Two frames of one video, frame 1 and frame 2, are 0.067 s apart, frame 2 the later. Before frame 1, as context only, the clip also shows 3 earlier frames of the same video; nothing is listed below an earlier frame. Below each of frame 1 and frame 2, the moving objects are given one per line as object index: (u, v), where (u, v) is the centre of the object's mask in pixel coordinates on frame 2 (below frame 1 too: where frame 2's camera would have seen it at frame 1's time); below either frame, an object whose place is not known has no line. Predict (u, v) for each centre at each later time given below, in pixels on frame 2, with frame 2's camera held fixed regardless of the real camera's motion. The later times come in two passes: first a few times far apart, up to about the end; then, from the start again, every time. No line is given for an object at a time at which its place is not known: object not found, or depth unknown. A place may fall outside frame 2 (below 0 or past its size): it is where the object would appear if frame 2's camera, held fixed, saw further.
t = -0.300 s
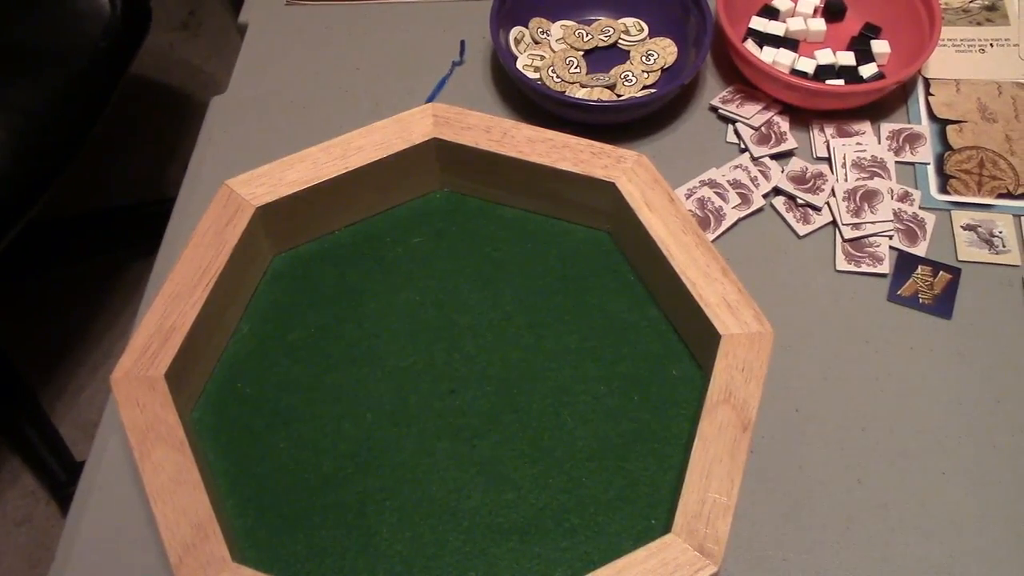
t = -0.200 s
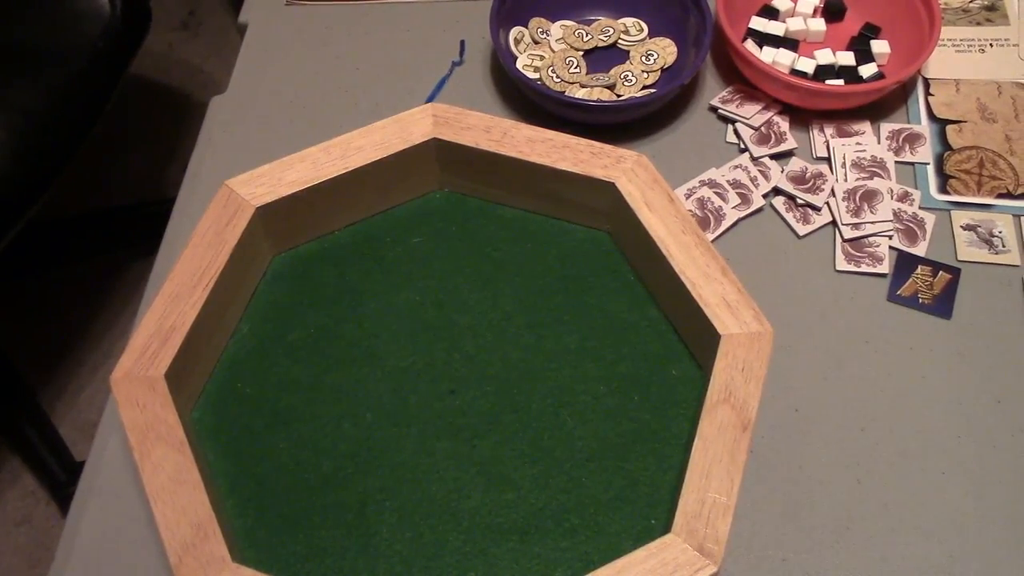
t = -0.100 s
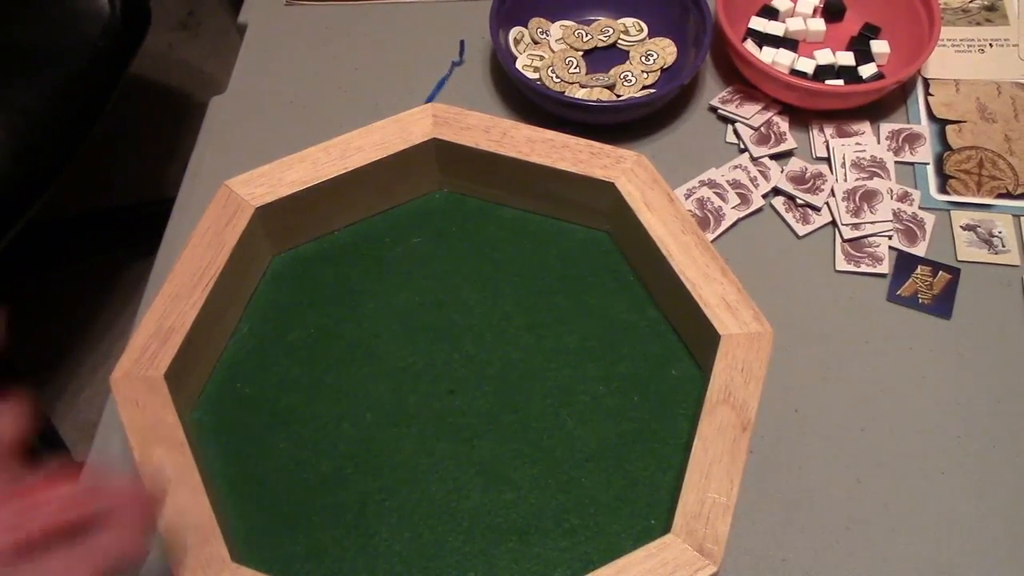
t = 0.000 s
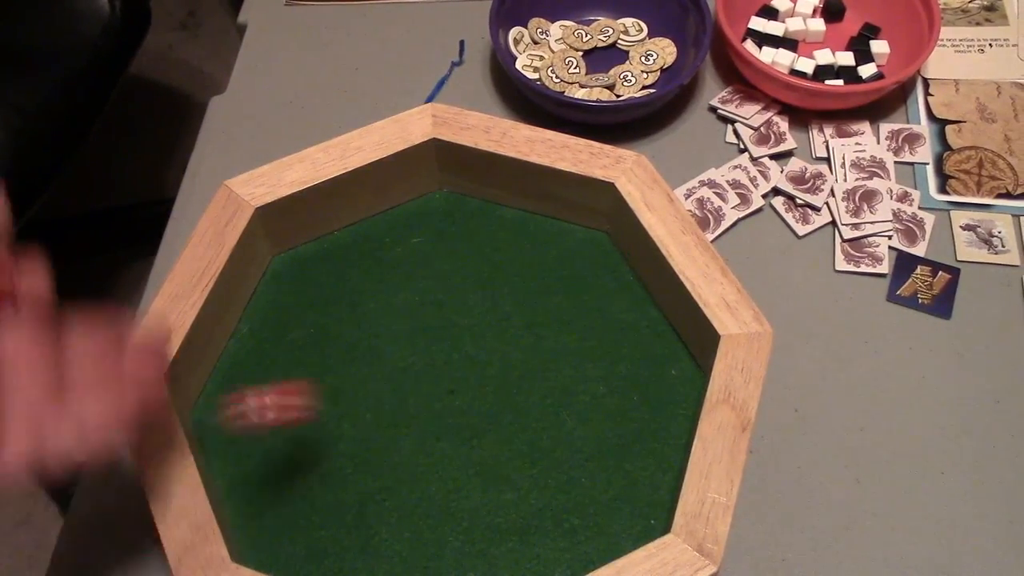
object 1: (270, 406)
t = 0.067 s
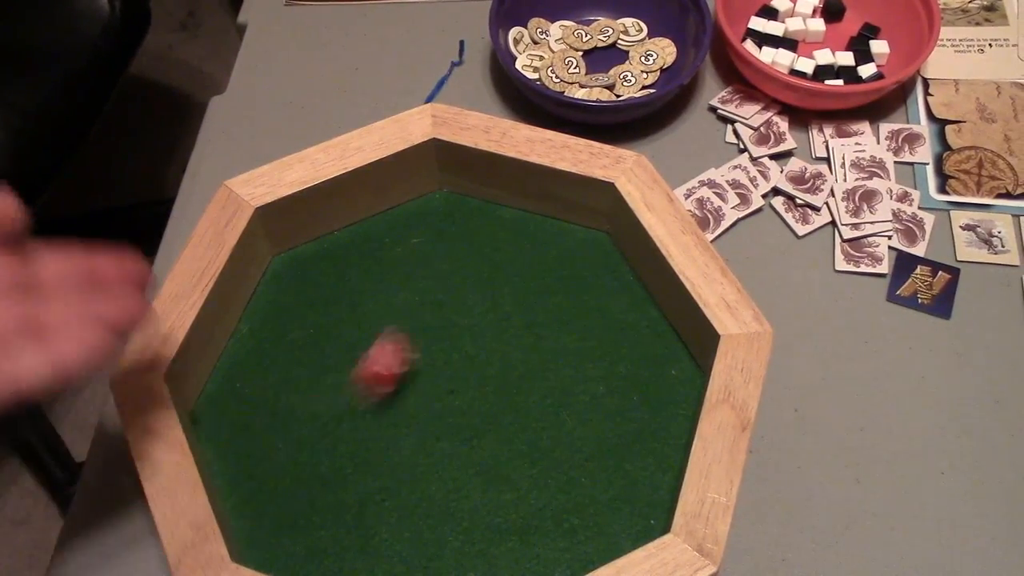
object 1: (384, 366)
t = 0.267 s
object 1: (562, 235)
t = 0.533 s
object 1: (625, 357)
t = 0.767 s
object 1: (650, 383)
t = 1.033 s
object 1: (649, 382)
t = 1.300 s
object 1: (649, 382)
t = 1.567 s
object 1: (650, 382)
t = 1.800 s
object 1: (650, 382)
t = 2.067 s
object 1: (650, 382)
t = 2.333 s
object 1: (649, 382)
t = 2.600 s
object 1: (650, 382)
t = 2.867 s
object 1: (649, 382)
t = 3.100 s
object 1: (649, 382)
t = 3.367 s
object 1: (649, 382)
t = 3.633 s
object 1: (649, 382)
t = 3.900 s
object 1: (649, 382)
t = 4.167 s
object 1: (649, 382)
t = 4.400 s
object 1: (649, 382)
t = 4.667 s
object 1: (649, 382)
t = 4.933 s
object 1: (649, 382)
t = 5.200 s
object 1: (649, 382)
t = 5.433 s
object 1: (649, 382)
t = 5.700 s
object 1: (649, 382)
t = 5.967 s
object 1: (649, 382)
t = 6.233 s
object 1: (649, 382)
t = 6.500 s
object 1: (649, 382)
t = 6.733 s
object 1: (649, 382)
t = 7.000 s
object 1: (649, 382)
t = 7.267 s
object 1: (649, 382)
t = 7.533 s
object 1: (649, 382)
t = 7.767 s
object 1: (649, 382)
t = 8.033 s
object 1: (649, 382)
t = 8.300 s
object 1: (649, 382)
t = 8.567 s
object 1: (649, 382)
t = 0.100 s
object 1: (420, 329)
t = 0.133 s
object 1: (454, 304)
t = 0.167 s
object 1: (487, 275)
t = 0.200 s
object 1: (513, 251)
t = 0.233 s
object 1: (540, 237)
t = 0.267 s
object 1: (562, 235)
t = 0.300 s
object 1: (577, 256)
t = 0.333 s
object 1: (588, 272)
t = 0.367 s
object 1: (599, 291)
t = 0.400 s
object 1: (608, 308)
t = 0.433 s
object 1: (615, 323)
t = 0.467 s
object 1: (619, 336)
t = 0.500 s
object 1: (625, 347)
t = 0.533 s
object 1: (625, 357)
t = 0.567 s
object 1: (627, 363)
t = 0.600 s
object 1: (631, 368)
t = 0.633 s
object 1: (637, 373)
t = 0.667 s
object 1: (638, 377)
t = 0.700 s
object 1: (643, 381)
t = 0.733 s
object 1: (647, 383)
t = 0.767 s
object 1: (650, 383)
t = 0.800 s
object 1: (649, 382)
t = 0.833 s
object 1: (649, 381)
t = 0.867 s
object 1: (649, 382)
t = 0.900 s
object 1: (649, 382)
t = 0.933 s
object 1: (649, 382)
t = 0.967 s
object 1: (650, 382)
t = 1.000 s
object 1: (649, 382)
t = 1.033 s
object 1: (649, 382)
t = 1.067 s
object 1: (650, 382)
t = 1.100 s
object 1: (650, 382)
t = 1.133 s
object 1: (650, 382)
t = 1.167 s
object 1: (650, 382)
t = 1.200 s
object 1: (649, 382)
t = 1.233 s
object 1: (649, 382)
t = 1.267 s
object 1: (649, 382)
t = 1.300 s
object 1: (649, 382)
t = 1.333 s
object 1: (650, 382)
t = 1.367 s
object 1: (650, 382)
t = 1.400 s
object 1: (650, 382)
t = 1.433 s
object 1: (650, 382)
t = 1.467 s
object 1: (650, 382)
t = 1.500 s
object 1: (650, 382)
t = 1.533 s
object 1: (650, 382)
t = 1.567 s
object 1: (650, 382)
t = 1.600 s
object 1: (650, 382)
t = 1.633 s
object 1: (650, 382)
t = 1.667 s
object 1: (650, 382)
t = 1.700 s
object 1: (650, 382)
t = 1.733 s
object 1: (650, 382)
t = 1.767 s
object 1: (650, 382)
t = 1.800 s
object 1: (650, 382)
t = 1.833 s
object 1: (650, 382)
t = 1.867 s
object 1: (650, 382)
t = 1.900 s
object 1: (650, 382)
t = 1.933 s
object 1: (650, 382)
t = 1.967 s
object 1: (650, 382)
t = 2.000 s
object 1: (650, 382)
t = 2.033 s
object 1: (650, 382)
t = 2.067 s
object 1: (650, 382)
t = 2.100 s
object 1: (650, 382)
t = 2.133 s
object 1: (650, 382)
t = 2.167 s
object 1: (649, 382)
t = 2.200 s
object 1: (649, 382)
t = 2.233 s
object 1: (649, 382)
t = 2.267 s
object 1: (649, 382)
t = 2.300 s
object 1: (650, 382)
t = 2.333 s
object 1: (649, 382)
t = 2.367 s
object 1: (649, 382)
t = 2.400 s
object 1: (649, 382)
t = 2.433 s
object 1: (650, 382)
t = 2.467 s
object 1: (650, 382)
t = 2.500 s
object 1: (650, 382)
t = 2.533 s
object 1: (650, 382)
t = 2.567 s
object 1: (650, 382)
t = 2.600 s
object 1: (650, 382)
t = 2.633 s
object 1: (650, 382)
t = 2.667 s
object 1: (649, 382)
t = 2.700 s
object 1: (649, 382)
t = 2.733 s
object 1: (649, 382)
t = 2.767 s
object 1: (649, 382)
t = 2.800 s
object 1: (649, 382)
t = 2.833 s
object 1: (649, 382)
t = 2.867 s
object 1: (649, 382)
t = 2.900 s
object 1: (649, 382)
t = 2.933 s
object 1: (649, 382)
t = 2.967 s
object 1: (649, 382)
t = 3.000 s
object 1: (649, 382)
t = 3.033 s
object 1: (649, 382)
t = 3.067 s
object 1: (649, 382)
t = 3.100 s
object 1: (649, 382)
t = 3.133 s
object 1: (649, 382)
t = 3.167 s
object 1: (649, 382)
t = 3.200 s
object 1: (649, 382)
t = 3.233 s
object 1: (649, 382)
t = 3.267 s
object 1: (649, 382)
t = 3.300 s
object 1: (649, 382)
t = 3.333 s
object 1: (649, 382)
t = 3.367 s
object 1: (649, 382)
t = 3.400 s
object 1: (649, 382)
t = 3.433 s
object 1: (649, 382)
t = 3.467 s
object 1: (649, 382)
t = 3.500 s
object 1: (649, 382)
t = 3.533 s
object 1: (650, 382)
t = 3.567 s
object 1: (650, 382)
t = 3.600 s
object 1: (649, 382)
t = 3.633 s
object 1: (649, 382)
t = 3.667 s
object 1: (649, 382)
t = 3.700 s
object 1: (649, 382)
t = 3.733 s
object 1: (649, 382)
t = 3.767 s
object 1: (649, 382)
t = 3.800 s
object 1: (649, 382)
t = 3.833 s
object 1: (649, 382)
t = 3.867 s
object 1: (649, 382)
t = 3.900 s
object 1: (649, 382)
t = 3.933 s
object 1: (649, 382)
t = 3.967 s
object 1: (649, 382)
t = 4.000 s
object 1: (649, 382)
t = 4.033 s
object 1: (649, 382)
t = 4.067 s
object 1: (649, 381)
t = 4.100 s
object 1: (649, 382)
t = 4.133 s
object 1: (649, 382)
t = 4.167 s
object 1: (649, 382)
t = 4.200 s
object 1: (649, 382)
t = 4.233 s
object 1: (649, 381)
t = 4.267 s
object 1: (649, 381)
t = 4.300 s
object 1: (649, 381)
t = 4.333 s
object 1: (649, 382)
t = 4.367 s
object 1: (649, 382)
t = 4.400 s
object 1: (649, 382)
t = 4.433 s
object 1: (649, 382)
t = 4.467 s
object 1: (649, 382)
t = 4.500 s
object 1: (649, 382)
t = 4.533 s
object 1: (649, 382)
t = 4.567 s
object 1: (649, 381)
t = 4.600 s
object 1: (649, 382)
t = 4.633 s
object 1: (649, 382)
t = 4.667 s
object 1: (649, 382)
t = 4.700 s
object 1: (649, 382)
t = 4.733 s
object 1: (649, 382)
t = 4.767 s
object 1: (649, 382)
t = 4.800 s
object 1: (649, 382)
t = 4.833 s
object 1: (649, 382)
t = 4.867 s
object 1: (649, 382)
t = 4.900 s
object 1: (649, 382)
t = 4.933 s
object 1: (649, 382)
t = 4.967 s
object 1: (649, 382)
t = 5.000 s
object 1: (649, 382)
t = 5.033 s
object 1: (649, 382)
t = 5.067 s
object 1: (649, 382)
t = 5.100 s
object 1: (649, 382)
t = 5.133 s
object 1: (649, 382)
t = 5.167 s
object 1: (649, 382)
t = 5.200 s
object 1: (649, 382)
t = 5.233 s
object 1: (649, 382)
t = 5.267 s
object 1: (649, 382)
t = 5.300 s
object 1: (649, 382)
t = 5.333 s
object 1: (649, 382)
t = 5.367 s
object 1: (649, 382)
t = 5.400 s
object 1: (649, 382)
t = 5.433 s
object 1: (649, 382)
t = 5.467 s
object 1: (649, 382)
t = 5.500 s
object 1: (649, 382)
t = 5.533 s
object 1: (649, 382)
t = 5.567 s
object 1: (649, 382)
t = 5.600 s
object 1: (649, 382)
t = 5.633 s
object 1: (649, 382)
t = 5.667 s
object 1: (649, 382)
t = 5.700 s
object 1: (649, 382)
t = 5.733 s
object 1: (649, 382)
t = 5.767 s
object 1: (649, 382)
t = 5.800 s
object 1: (649, 382)
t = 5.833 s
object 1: (649, 382)
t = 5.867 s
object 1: (649, 382)
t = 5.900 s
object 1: (649, 382)
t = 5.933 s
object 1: (649, 382)
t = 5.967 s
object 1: (649, 382)
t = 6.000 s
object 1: (649, 382)
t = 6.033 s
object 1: (650, 382)
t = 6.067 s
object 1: (649, 382)
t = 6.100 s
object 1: (649, 382)
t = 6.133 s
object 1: (649, 382)
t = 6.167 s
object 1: (649, 382)
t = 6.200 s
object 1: (649, 382)
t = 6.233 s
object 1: (649, 382)
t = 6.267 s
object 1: (649, 382)
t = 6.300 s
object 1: (649, 382)
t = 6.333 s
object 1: (649, 382)
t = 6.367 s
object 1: (649, 382)
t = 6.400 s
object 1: (649, 382)
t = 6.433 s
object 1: (649, 382)
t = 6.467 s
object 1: (649, 382)
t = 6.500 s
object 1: (649, 382)
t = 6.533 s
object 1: (649, 382)
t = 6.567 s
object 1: (649, 382)
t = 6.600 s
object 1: (649, 382)
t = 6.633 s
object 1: (649, 382)
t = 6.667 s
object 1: (649, 382)
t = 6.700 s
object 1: (649, 382)
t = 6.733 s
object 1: (649, 382)
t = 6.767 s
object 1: (649, 382)
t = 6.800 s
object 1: (649, 382)
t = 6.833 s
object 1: (649, 382)
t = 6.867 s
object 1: (649, 382)
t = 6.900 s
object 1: (649, 382)
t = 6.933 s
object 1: (649, 382)
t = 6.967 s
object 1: (649, 382)
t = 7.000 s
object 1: (649, 382)
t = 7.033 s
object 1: (649, 382)
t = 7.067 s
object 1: (649, 382)
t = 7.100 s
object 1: (649, 382)
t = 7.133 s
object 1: (649, 382)
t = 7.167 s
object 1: (649, 382)
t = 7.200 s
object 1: (649, 382)
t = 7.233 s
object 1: (649, 382)
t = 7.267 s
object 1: (649, 382)
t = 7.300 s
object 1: (649, 382)
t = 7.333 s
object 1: (649, 382)
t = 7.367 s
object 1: (649, 382)
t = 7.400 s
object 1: (649, 382)
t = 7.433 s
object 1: (649, 382)
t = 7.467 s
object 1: (649, 382)
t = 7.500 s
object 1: (649, 382)
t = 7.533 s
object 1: (649, 382)
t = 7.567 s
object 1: (649, 382)
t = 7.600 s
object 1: (649, 382)
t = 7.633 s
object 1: (649, 382)
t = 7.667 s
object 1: (649, 382)
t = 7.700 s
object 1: (649, 382)
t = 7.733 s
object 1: (649, 382)
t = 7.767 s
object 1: (649, 382)
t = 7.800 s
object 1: (649, 382)
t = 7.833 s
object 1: (649, 382)
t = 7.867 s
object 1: (649, 382)
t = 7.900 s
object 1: (649, 382)
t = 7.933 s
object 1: (649, 382)
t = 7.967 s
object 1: (650, 382)
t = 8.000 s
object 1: (650, 382)
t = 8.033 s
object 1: (649, 382)
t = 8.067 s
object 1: (649, 382)
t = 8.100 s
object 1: (649, 382)
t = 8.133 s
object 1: (649, 382)
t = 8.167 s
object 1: (649, 382)
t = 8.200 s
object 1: (649, 382)
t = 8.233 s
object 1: (649, 382)
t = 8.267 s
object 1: (649, 382)
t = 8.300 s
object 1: (649, 382)
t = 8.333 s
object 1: (649, 382)
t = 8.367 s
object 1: (649, 382)
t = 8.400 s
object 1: (649, 382)
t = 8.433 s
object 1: (649, 382)
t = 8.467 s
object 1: (649, 382)
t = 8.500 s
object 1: (649, 382)
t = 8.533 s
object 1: (649, 382)
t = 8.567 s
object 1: (649, 382)
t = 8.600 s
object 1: (649, 382)
